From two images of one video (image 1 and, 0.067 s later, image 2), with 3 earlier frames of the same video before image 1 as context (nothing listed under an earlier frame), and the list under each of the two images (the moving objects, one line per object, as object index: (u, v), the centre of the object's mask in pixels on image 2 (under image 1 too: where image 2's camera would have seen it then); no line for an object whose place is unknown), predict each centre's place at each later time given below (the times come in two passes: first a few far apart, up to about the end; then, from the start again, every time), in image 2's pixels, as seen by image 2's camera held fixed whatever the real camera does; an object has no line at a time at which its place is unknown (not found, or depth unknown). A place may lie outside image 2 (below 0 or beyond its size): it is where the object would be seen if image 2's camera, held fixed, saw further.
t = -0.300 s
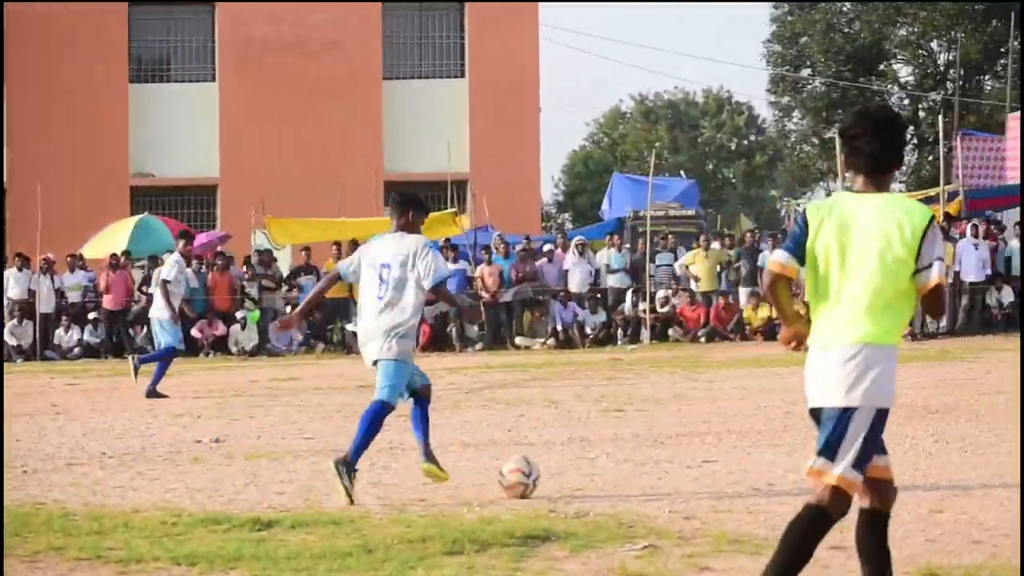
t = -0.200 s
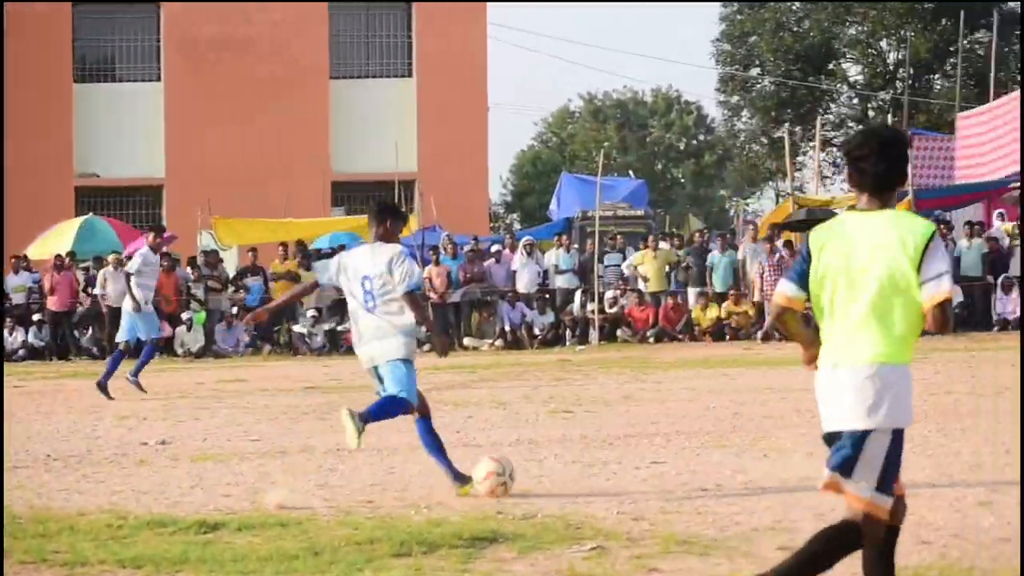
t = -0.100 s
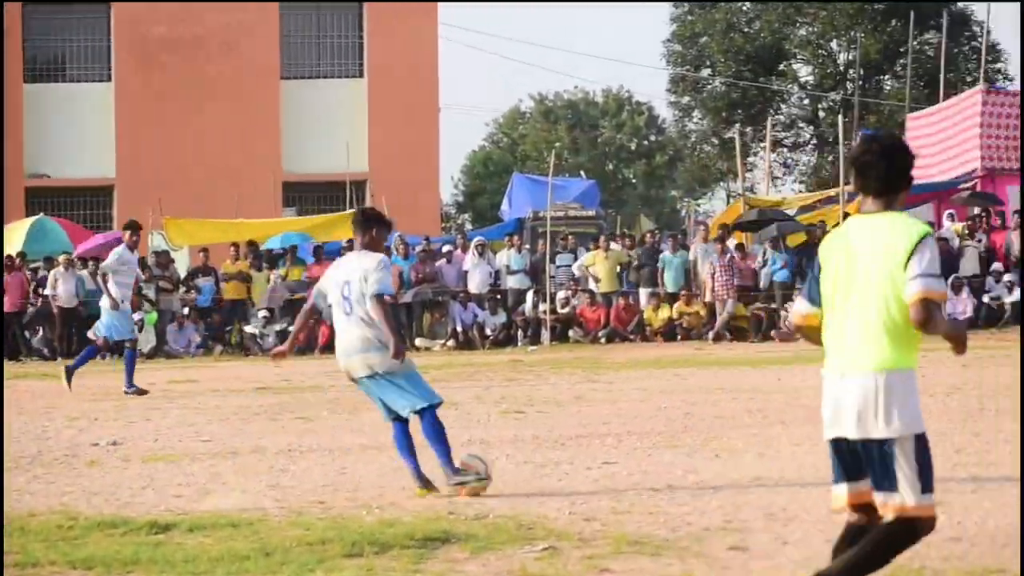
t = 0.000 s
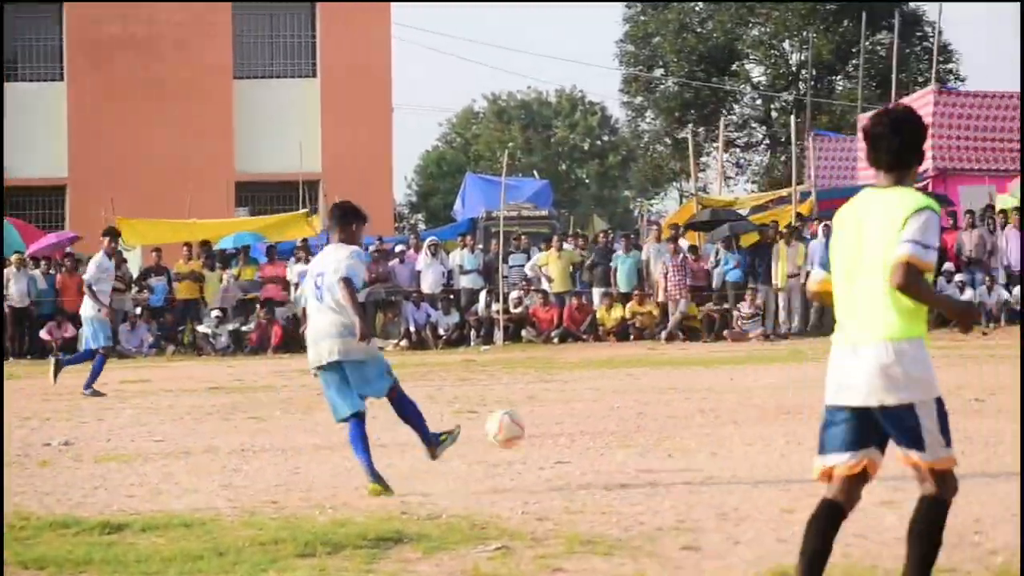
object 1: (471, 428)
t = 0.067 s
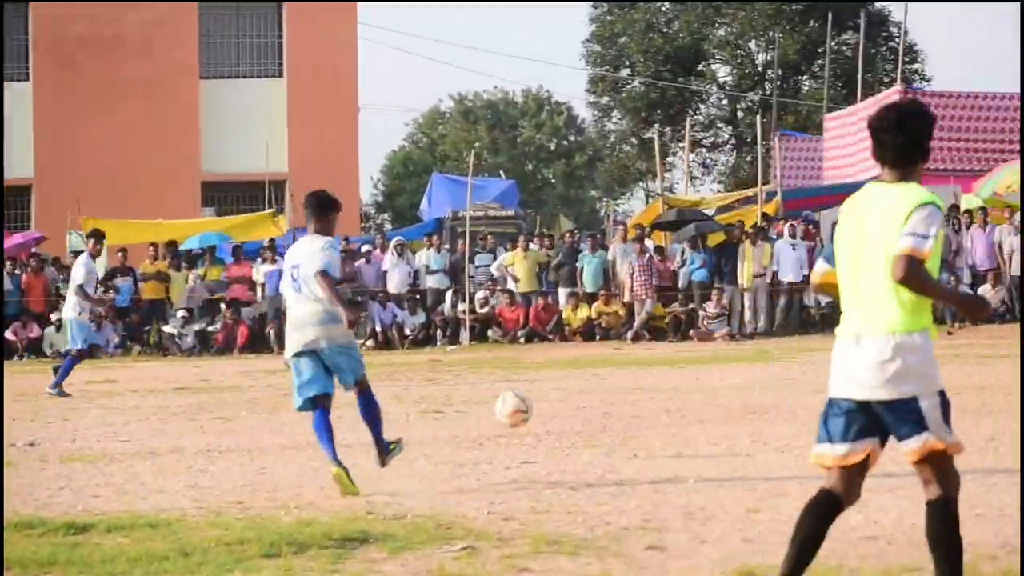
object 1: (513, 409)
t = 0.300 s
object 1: (613, 409)
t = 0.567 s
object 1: (653, 397)
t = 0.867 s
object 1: (671, 382)
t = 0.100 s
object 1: (531, 403)
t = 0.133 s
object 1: (548, 400)
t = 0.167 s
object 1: (564, 398)
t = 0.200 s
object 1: (578, 397)
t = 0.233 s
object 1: (592, 399)
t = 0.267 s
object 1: (603, 403)
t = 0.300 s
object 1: (613, 409)
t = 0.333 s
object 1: (621, 411)
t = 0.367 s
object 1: (627, 402)
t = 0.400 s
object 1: (634, 398)
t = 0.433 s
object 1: (638, 394)
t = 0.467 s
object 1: (643, 393)
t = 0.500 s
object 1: (646, 394)
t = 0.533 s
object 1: (650, 394)
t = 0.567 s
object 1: (653, 397)
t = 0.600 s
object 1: (656, 389)
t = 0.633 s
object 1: (659, 382)
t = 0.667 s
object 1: (661, 377)
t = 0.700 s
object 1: (663, 374)
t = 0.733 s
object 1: (664, 373)
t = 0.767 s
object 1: (666, 373)
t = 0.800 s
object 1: (668, 375)
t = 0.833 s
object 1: (669, 378)
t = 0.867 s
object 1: (671, 382)
